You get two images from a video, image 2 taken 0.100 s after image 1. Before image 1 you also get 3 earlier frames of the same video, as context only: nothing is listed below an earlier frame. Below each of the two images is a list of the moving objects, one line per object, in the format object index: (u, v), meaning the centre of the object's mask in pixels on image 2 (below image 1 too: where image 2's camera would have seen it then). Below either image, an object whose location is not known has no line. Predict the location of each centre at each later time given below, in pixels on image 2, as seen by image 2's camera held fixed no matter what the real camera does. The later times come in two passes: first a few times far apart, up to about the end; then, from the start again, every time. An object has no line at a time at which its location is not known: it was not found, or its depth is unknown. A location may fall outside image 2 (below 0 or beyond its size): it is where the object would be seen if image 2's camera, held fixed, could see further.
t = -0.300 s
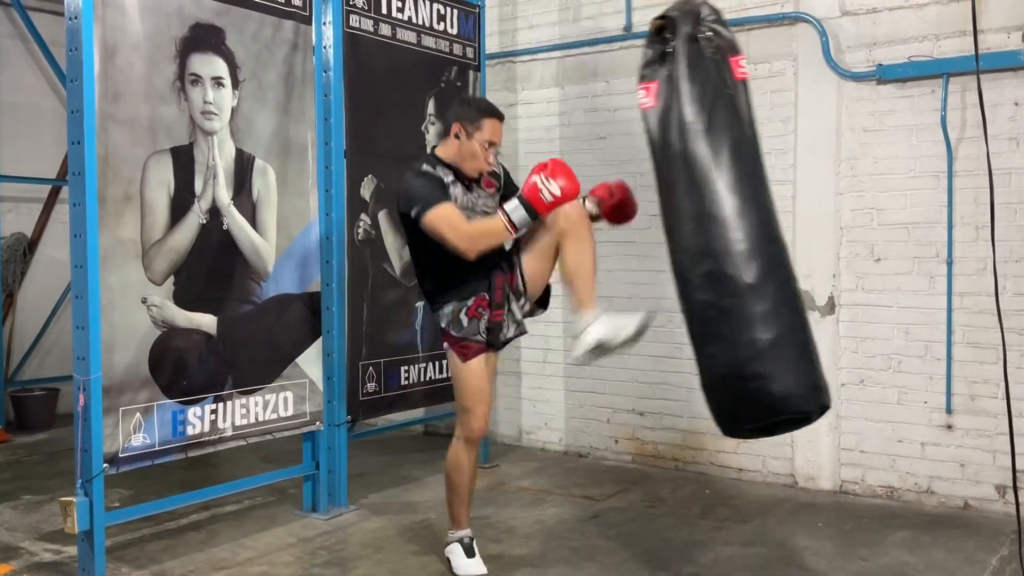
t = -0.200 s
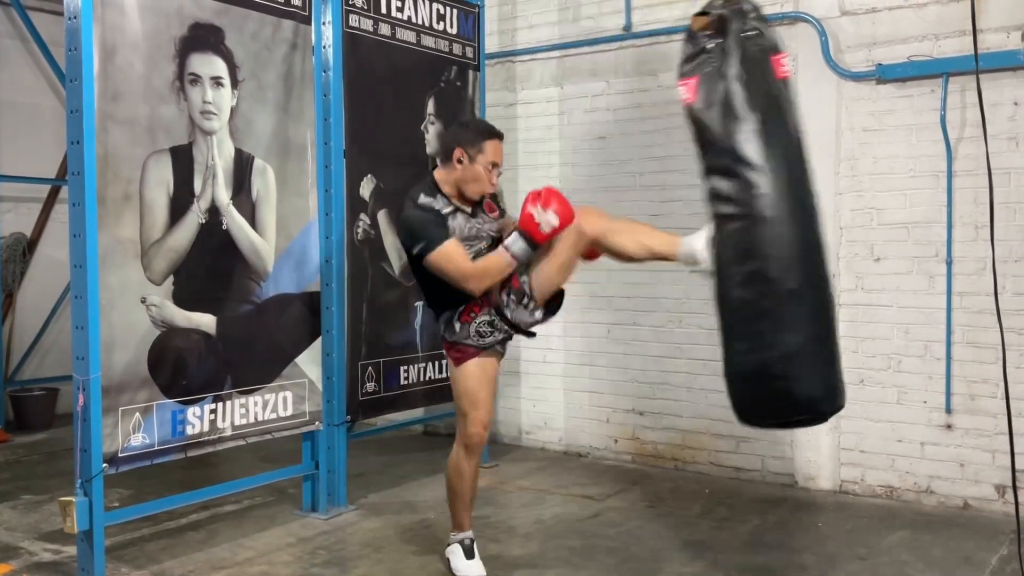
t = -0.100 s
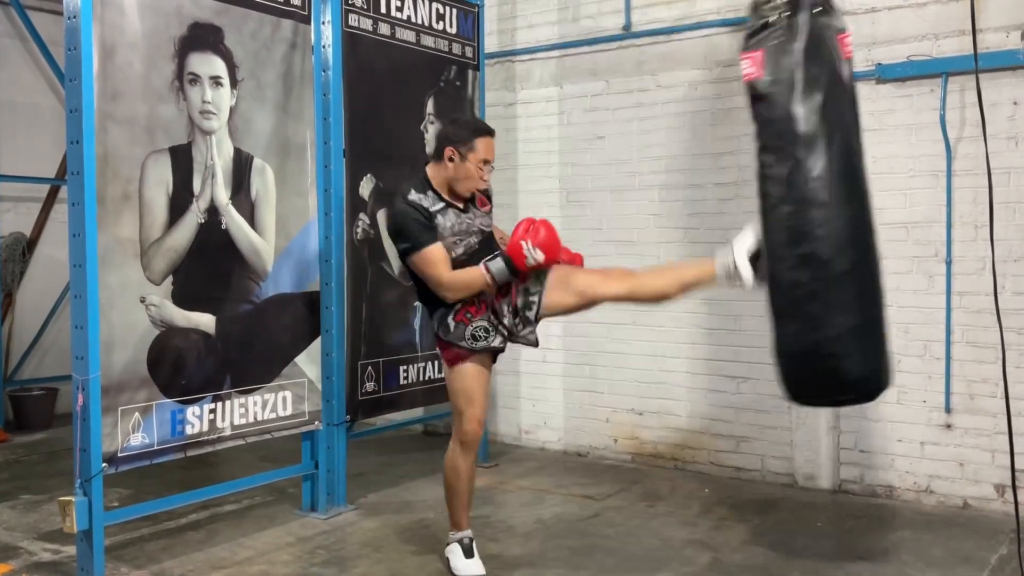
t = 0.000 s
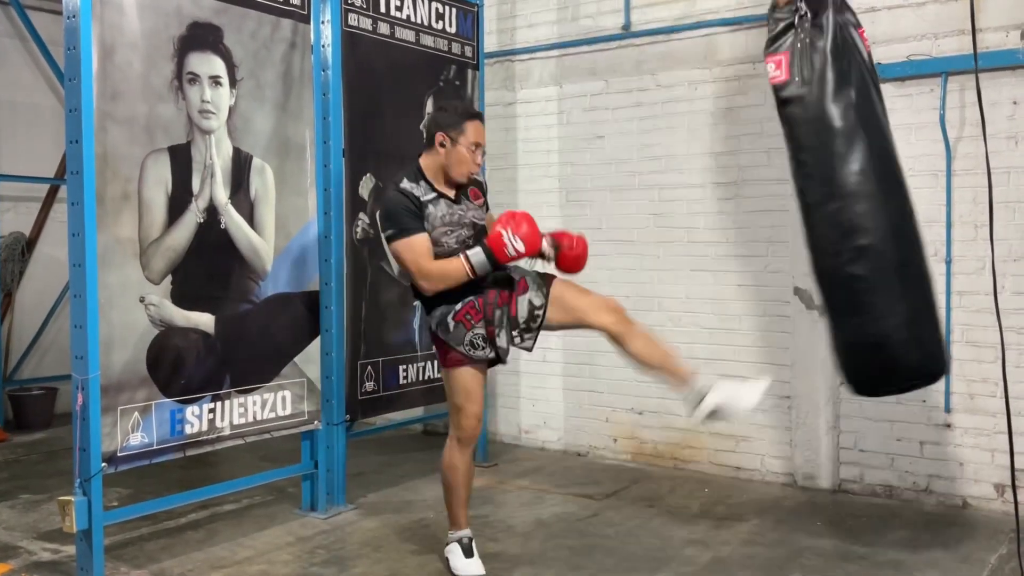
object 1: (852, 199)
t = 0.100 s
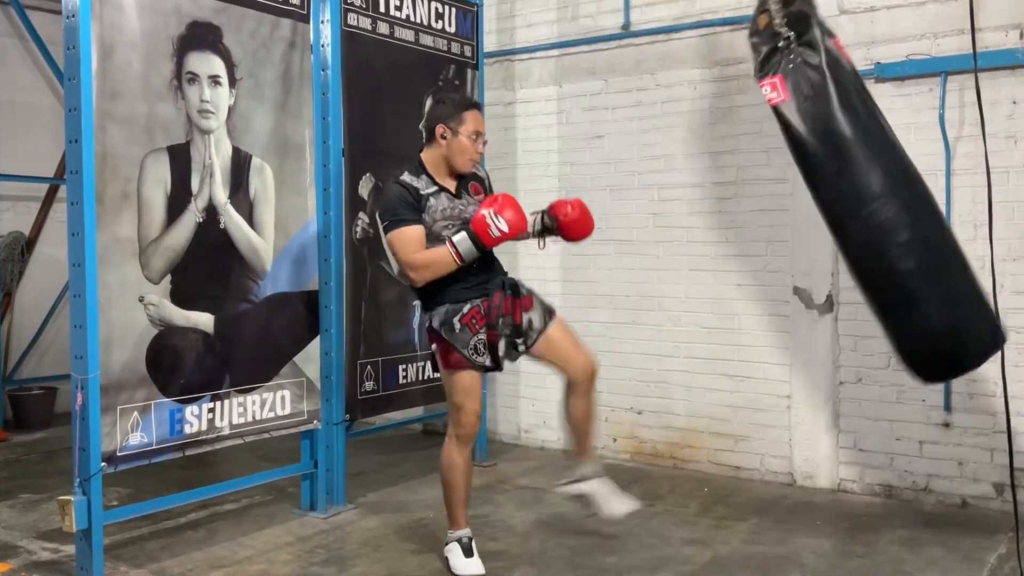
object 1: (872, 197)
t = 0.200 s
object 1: (877, 181)
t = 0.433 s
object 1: (882, 182)
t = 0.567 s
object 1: (853, 186)
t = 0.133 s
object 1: (874, 192)
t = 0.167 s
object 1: (875, 186)
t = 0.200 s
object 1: (877, 181)
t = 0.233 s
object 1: (878, 178)
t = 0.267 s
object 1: (879, 177)
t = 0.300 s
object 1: (881, 177)
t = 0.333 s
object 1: (882, 177)
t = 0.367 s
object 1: (883, 179)
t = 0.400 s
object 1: (884, 181)
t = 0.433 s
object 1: (882, 182)
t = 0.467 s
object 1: (878, 182)
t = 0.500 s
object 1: (871, 182)
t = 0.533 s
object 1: (862, 183)
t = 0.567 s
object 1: (853, 186)
